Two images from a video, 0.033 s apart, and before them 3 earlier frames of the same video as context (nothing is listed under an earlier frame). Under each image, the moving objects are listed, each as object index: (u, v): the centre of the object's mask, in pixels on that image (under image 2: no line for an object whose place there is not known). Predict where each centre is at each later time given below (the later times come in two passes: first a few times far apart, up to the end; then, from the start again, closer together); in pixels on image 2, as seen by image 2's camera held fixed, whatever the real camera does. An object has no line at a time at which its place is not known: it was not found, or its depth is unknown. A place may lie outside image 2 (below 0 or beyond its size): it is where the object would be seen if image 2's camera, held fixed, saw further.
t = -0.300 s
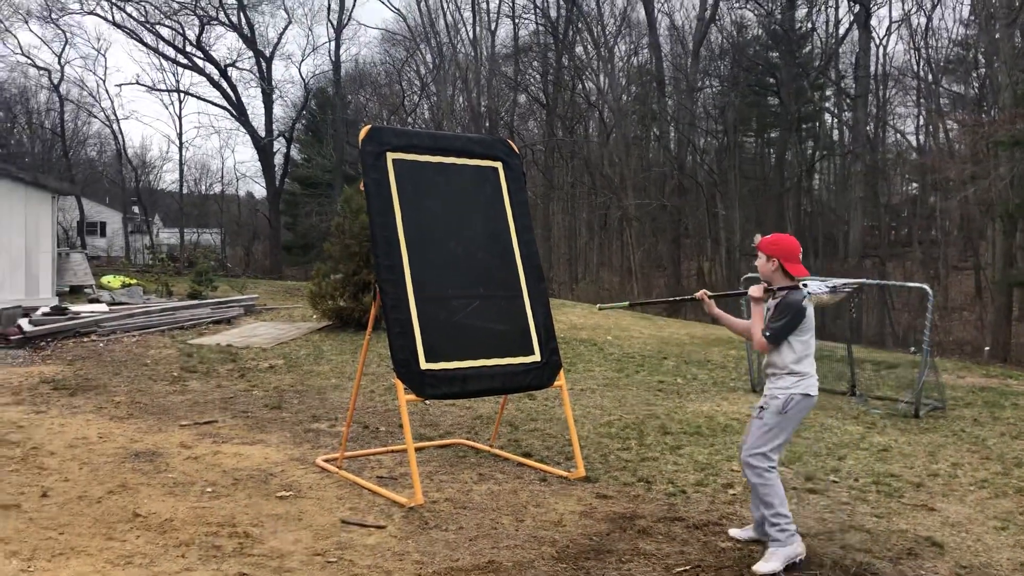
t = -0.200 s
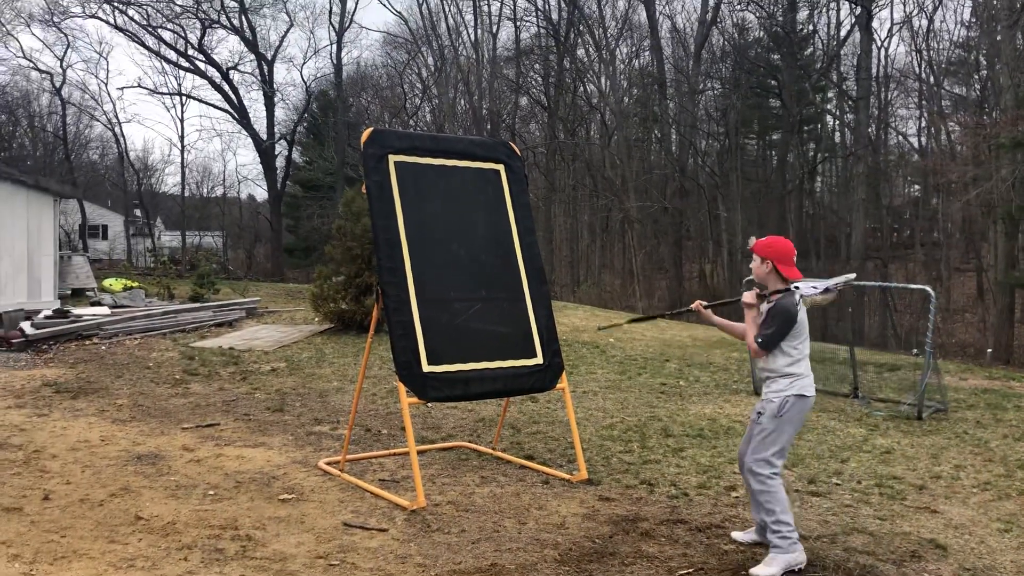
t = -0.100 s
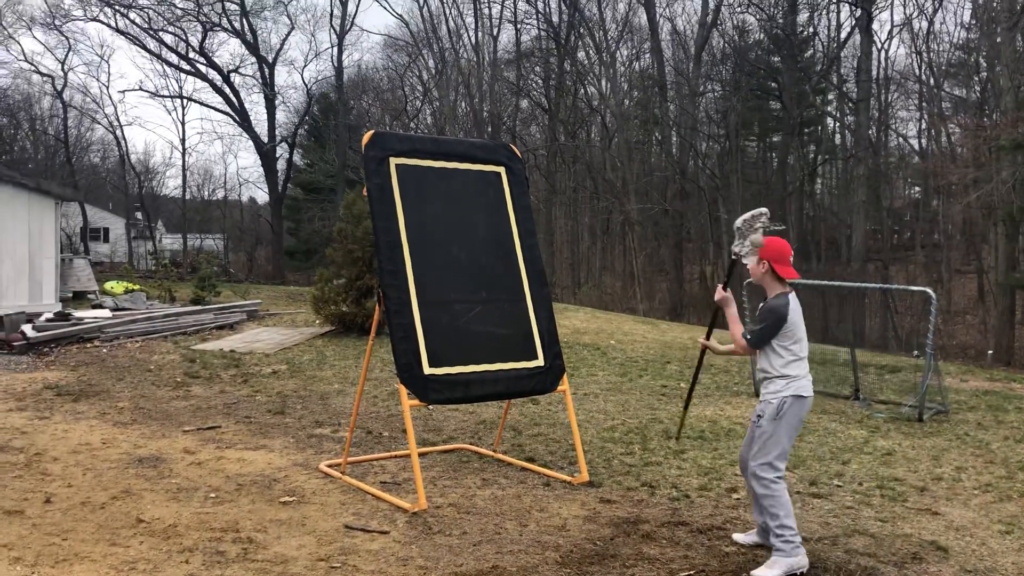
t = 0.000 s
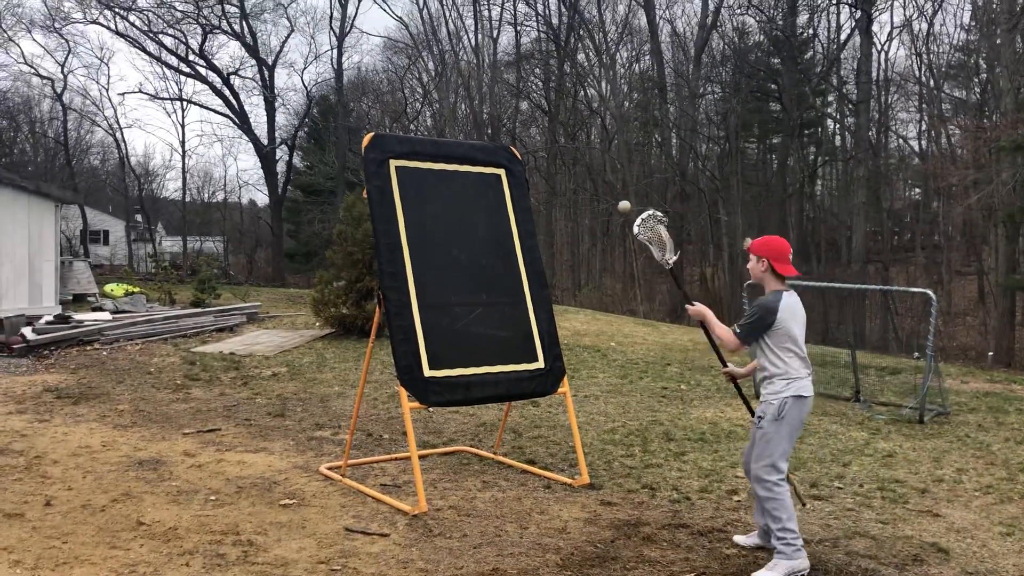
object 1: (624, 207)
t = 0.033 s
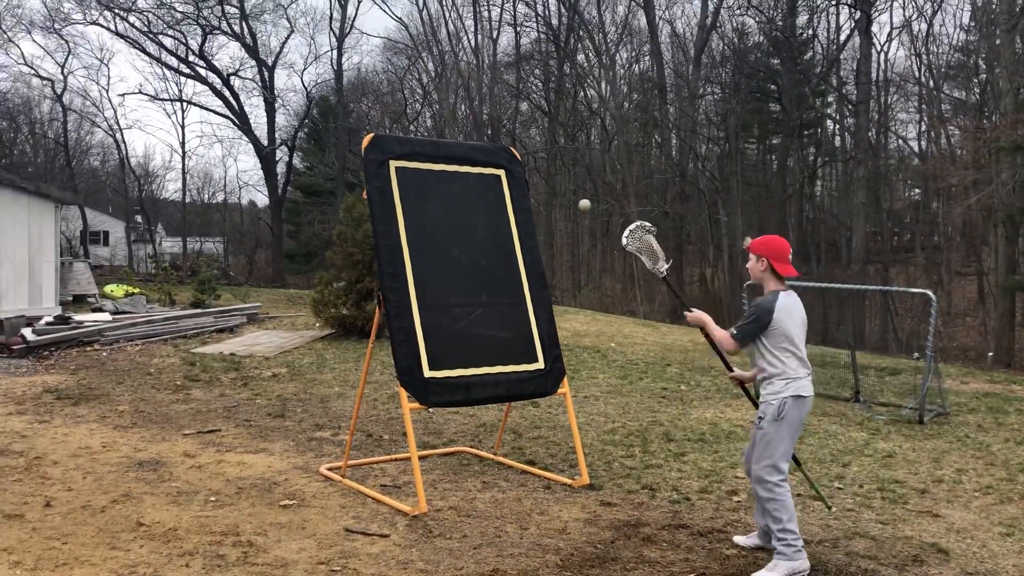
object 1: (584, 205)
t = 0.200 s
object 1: (424, 221)
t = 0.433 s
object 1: (477, 212)
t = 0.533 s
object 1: (509, 238)
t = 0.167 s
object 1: (452, 215)
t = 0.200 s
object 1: (424, 221)
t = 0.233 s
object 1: (422, 220)
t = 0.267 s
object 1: (431, 214)
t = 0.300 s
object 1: (439, 210)
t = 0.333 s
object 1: (448, 207)
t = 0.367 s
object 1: (457, 207)
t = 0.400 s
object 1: (467, 209)
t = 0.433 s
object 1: (477, 212)
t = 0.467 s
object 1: (487, 218)
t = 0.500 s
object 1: (498, 227)
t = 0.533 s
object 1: (509, 238)
